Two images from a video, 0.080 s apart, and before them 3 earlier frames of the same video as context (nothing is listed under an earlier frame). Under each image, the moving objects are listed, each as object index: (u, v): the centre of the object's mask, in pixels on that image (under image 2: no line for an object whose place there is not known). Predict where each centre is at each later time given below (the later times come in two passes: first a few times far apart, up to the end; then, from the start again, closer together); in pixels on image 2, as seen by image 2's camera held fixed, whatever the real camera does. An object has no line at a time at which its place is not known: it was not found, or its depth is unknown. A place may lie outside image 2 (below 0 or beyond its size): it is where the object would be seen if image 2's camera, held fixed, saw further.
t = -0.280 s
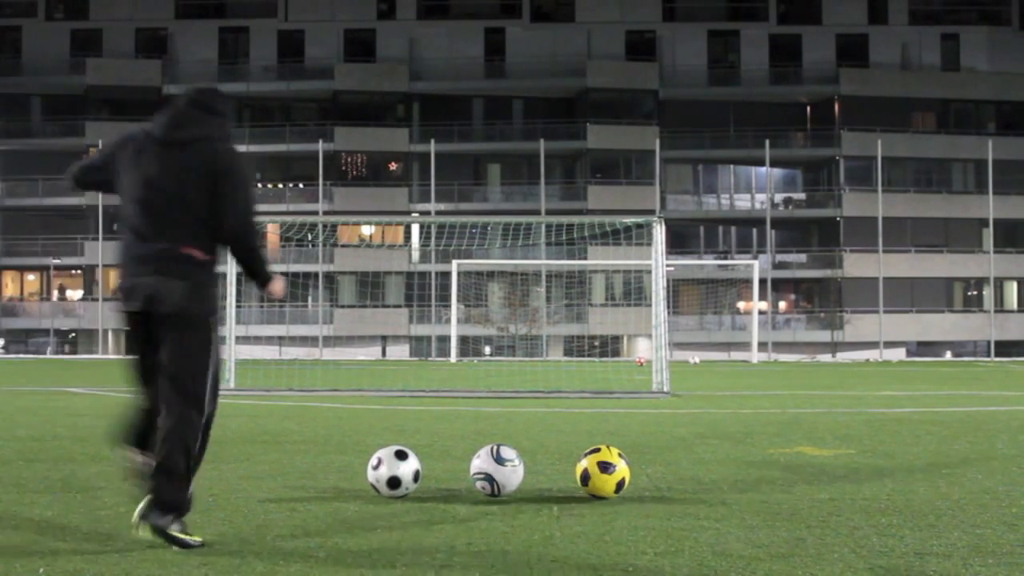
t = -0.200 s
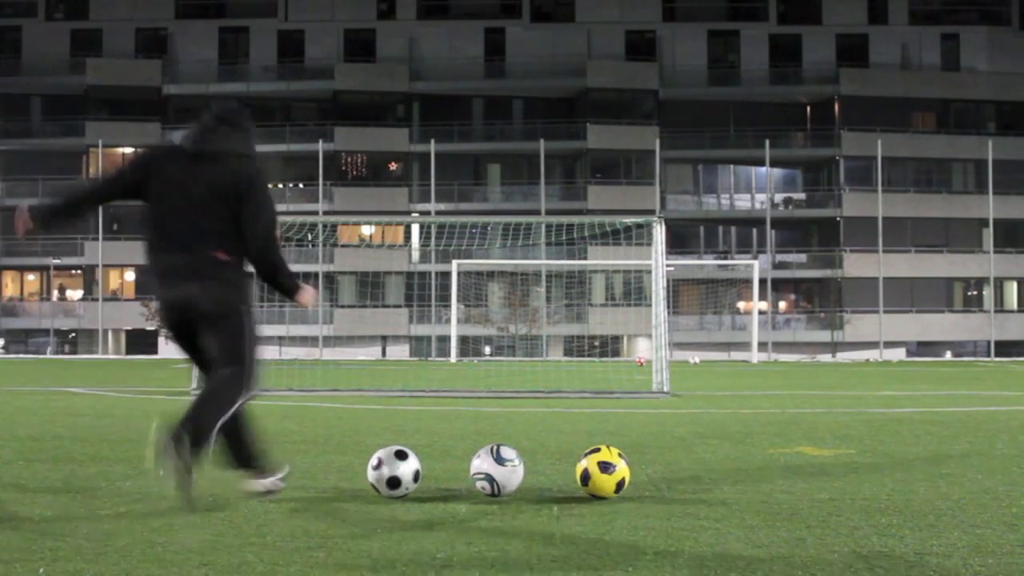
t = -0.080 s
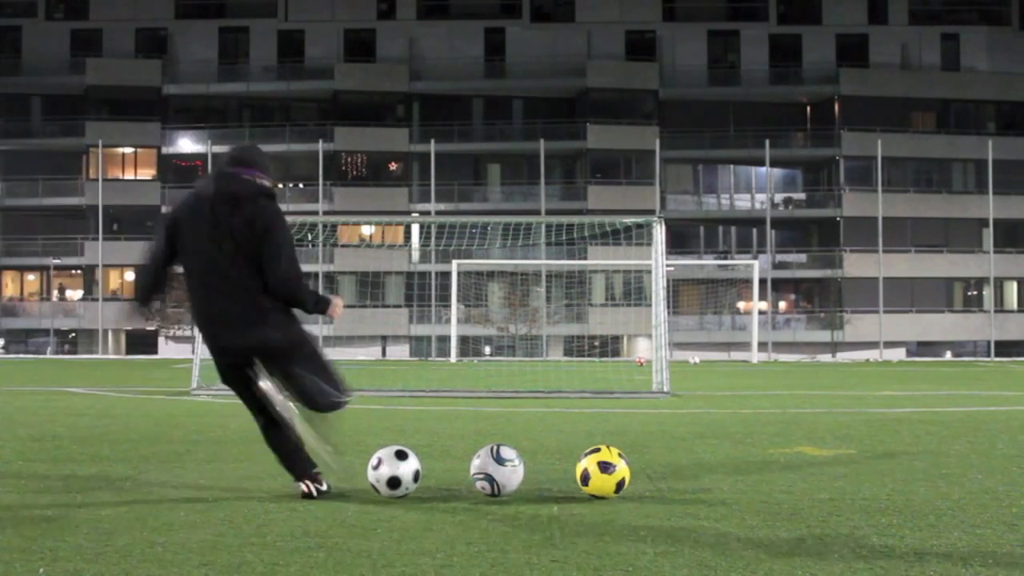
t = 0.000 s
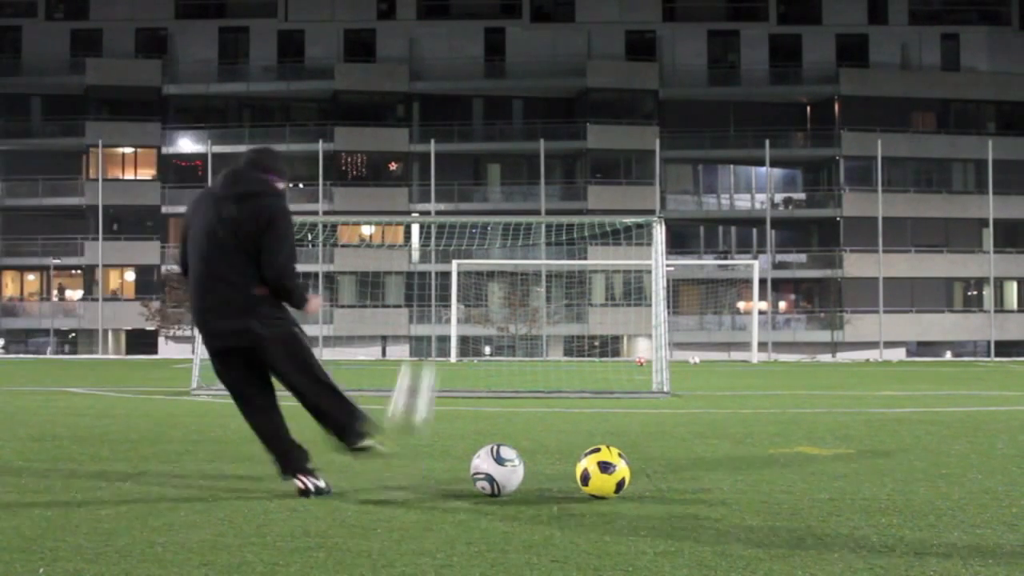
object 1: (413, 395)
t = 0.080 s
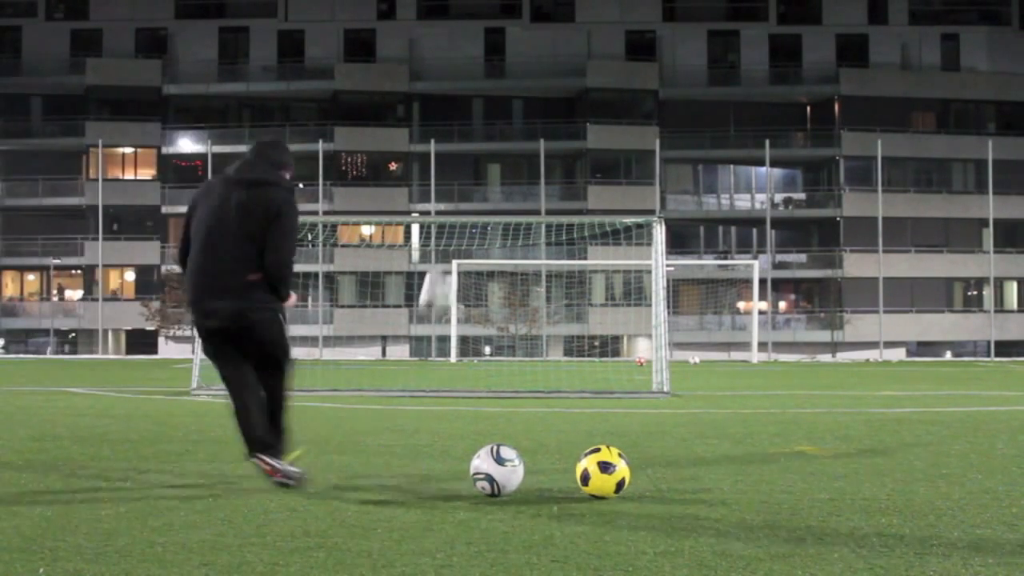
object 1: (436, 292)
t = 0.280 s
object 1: (471, 183)
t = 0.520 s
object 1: (490, 166)
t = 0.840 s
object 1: (508, 197)
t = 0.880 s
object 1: (509, 204)
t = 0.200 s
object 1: (462, 209)
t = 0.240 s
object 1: (467, 195)
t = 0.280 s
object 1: (471, 183)
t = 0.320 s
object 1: (475, 175)
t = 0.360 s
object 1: (478, 170)
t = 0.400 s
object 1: (481, 167)
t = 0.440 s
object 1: (484, 165)
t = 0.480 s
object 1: (487, 165)
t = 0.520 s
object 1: (490, 166)
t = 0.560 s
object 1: (493, 168)
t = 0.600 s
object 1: (495, 170)
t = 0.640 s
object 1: (498, 173)
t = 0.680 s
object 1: (501, 176)
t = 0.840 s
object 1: (508, 197)
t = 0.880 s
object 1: (509, 204)
